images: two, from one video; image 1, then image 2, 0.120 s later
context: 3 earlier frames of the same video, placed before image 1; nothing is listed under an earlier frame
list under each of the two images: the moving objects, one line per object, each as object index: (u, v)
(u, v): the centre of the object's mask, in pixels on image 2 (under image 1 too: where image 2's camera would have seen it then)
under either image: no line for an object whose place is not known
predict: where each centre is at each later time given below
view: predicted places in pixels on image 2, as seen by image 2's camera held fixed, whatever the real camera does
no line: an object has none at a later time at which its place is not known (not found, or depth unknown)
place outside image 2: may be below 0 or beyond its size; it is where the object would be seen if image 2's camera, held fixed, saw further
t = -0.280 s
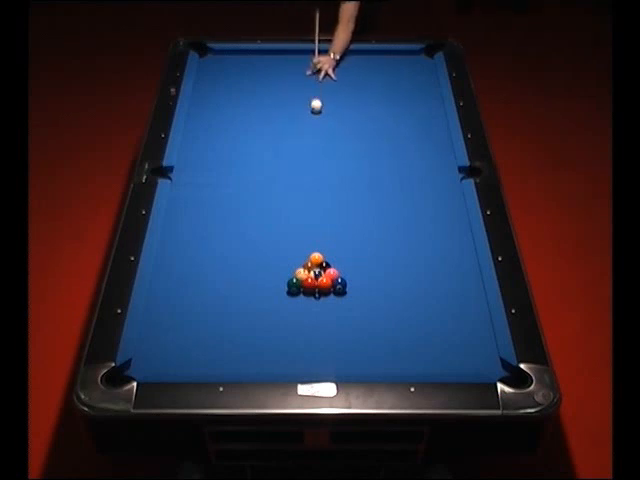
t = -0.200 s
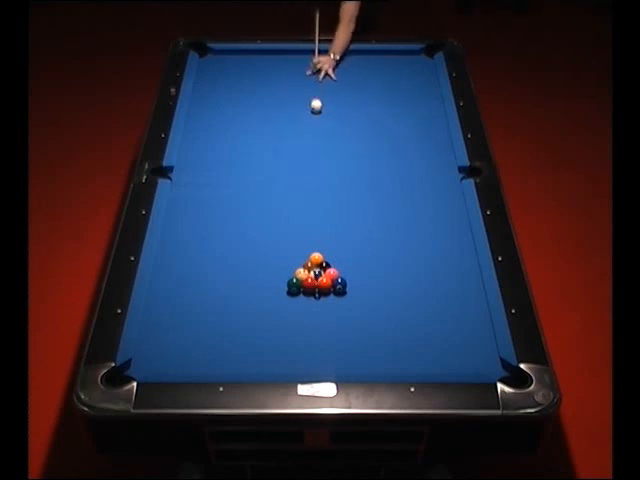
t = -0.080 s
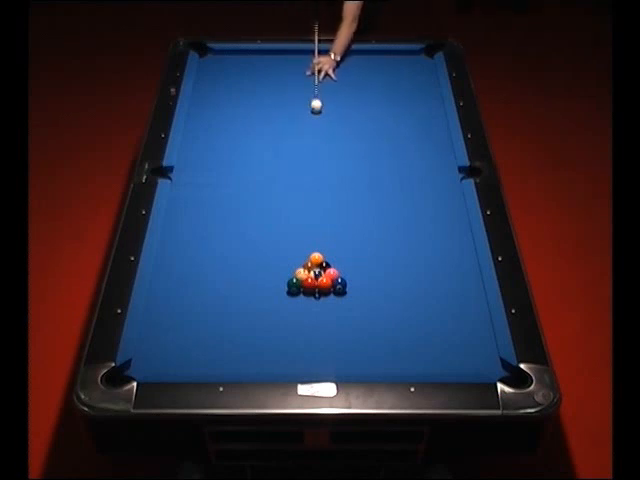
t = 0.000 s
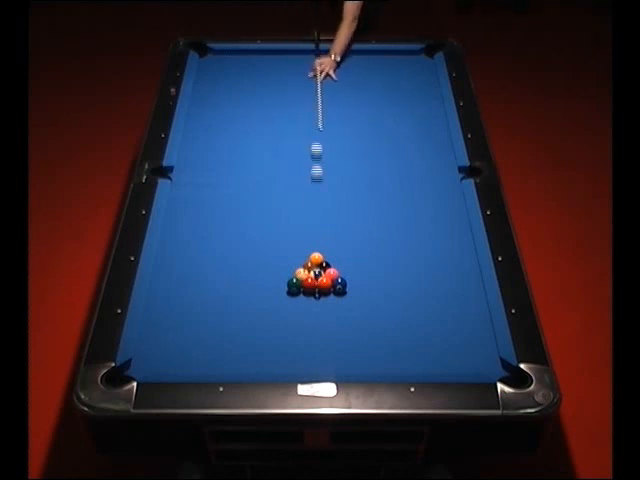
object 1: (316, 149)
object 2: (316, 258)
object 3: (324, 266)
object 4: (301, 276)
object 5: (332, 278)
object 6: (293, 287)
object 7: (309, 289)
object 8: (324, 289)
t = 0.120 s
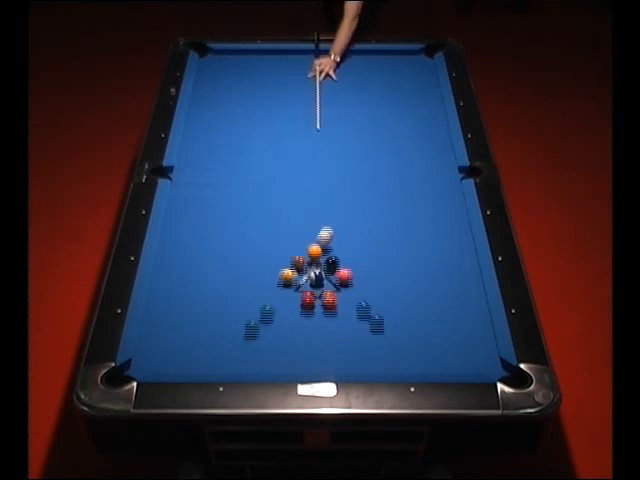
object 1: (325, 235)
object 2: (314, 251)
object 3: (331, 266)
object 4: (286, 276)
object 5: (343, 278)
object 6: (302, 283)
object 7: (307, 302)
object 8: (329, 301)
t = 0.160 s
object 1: (331, 227)
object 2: (312, 249)
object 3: (337, 262)
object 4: (277, 276)
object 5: (352, 278)
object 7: (306, 316)
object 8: (333, 319)
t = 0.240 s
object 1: (343, 220)
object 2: (309, 244)
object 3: (346, 256)
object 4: (258, 276)
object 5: (368, 278)
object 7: (304, 343)
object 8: (341, 344)
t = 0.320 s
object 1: (354, 208)
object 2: (307, 237)
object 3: (355, 250)
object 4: (241, 275)
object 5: (383, 278)
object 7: (302, 366)
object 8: (349, 366)
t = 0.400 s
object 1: (364, 199)
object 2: (304, 230)
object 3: (364, 244)
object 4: (224, 275)
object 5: (398, 278)
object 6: (169, 258)
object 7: (301, 356)
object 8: (352, 355)
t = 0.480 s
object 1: (374, 191)
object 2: (300, 224)
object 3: (373, 239)
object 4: (207, 276)
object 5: (412, 278)
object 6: (193, 232)
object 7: (300, 340)
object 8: (354, 339)
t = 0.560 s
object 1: (383, 184)
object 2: (297, 217)
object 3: (381, 234)
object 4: (190, 276)
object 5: (427, 279)
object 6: (214, 209)
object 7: (299, 328)
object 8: (356, 327)
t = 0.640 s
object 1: (391, 180)
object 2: (295, 210)
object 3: (389, 229)
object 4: (173, 276)
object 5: (441, 279)
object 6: (233, 188)
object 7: (298, 316)
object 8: (358, 314)
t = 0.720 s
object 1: (398, 176)
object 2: (292, 204)
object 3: (397, 223)
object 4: (158, 277)
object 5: (455, 280)
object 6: (248, 170)
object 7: (297, 304)
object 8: (360, 303)
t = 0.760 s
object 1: (402, 175)
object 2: (291, 201)
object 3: (401, 221)
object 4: (162, 276)
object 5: (462, 280)
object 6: (256, 161)
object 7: (297, 298)
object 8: (361, 297)
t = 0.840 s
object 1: (411, 170)
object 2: (288, 196)
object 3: (408, 216)
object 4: (173, 274)
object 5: (474, 280)
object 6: (270, 146)
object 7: (296, 286)
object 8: (363, 286)
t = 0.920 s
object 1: (422, 161)
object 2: (286, 190)
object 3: (416, 211)
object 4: (181, 272)
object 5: (465, 278)
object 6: (284, 131)
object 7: (295, 276)
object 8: (365, 275)
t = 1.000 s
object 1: (432, 154)
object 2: (283, 185)
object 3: (423, 207)
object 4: (189, 270)
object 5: (458, 277)
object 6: (296, 116)
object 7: (295, 266)
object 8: (367, 265)
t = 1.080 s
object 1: (442, 147)
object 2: (281, 180)
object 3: (430, 202)
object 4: (198, 268)
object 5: (451, 276)
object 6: (309, 103)
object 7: (294, 256)
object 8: (368, 255)
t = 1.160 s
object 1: (441, 141)
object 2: (278, 174)
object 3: (438, 198)
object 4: (205, 266)
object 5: (444, 273)
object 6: (320, 90)
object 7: (293, 247)
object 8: (370, 245)
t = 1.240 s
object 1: (434, 135)
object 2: (276, 169)
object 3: (444, 193)
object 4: (213, 264)
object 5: (437, 272)
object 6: (331, 78)
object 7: (293, 237)
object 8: (372, 236)
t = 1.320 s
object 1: (427, 130)
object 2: (274, 164)
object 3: (451, 189)
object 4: (220, 262)
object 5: (431, 270)
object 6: (341, 67)
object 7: (292, 229)
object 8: (373, 227)
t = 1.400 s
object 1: (421, 125)
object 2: (272, 159)
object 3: (454, 185)
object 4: (228, 261)
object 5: (424, 268)
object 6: (352, 54)
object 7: (291, 220)
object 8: (375, 219)
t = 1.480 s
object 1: (415, 120)
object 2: (270, 155)
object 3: (449, 183)
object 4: (235, 259)
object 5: (418, 266)
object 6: (367, 60)
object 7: (291, 212)
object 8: (376, 210)
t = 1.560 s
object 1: (408, 116)
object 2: (267, 151)
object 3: (445, 180)
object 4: (242, 257)
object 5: (412, 265)
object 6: (385, 69)
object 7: (290, 205)
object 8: (378, 202)
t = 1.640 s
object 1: (403, 111)
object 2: (265, 146)
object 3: (441, 177)
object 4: (249, 256)
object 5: (407, 264)
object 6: (401, 76)
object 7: (290, 197)
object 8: (379, 195)
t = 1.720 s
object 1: (397, 106)
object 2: (263, 142)
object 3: (437, 175)
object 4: (255, 254)
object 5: (401, 263)
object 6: (420, 82)
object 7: (289, 189)
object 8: (381, 187)
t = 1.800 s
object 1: (391, 102)
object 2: (262, 138)
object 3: (433, 172)
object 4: (262, 253)
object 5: (395, 262)
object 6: (434, 89)
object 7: (289, 182)
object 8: (382, 180)
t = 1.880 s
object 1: (386, 97)
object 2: (260, 134)
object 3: (429, 169)
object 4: (268, 251)
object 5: (389, 260)
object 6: (424, 95)
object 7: (289, 175)
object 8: (383, 173)
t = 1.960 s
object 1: (380, 93)
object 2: (257, 130)
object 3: (426, 167)
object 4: (274, 250)
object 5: (384, 258)
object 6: (415, 102)
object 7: (288, 168)
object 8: (384, 166)
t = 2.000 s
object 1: (377, 91)
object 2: (257, 128)
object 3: (424, 166)
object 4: (278, 249)
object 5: (381, 258)
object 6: (412, 105)
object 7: (288, 165)
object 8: (385, 163)
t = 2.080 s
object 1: (372, 87)
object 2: (255, 124)
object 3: (421, 163)
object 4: (283, 247)
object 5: (376, 257)
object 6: (404, 112)
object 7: (288, 158)
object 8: (386, 156)
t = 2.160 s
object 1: (367, 83)
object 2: (254, 120)
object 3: (417, 161)
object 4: (289, 246)
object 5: (371, 256)
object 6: (396, 119)
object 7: (287, 152)
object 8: (388, 150)
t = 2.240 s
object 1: (362, 79)
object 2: (252, 117)
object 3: (414, 159)
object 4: (295, 244)
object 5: (366, 255)
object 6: (388, 126)
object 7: (287, 146)
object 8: (388, 144)
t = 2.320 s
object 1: (357, 75)
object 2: (250, 113)
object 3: (410, 157)
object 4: (300, 243)
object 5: (362, 254)
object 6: (378, 133)
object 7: (286, 140)
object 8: (389, 138)
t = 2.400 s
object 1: (353, 72)
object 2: (249, 110)
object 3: (407, 154)
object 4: (306, 242)
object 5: (357, 252)
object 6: (371, 141)
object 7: (286, 134)
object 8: (391, 132)
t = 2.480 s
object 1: (348, 68)
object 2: (247, 107)
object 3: (404, 153)
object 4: (312, 240)
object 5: (353, 251)
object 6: (362, 148)
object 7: (286, 129)
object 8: (392, 127)
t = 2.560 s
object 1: (344, 65)
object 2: (246, 104)
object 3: (401, 150)
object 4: (317, 239)
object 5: (349, 250)
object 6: (353, 156)
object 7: (285, 123)
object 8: (393, 121)
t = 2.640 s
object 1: (339, 61)
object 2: (244, 101)
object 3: (398, 149)
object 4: (322, 238)
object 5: (344, 249)
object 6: (345, 164)
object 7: (285, 118)
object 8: (394, 116)
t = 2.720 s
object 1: (335, 58)
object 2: (243, 98)
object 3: (395, 147)
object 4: (327, 237)
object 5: (340, 249)
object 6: (336, 172)
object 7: (285, 113)
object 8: (395, 111)
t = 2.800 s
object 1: (331, 55)
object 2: (241, 95)
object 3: (392, 145)
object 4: (331, 235)
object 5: (336, 248)
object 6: (327, 180)
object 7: (284, 108)
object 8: (396, 106)
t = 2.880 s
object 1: (327, 52)
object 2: (237, 94)
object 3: (390, 143)
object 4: (336, 233)
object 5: (333, 247)
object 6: (317, 189)
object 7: (284, 103)
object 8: (397, 101)
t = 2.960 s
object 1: (323, 53)
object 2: (233, 93)
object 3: (387, 141)
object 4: (340, 234)
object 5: (329, 246)
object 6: (308, 197)
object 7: (283, 99)
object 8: (398, 96)
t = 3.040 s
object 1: (318, 55)
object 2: (228, 92)
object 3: (385, 140)
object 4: (345, 233)
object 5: (326, 245)
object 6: (298, 205)
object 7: (283, 94)
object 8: (398, 92)
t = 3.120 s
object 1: (314, 56)
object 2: (224, 91)
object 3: (382, 138)
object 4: (349, 232)
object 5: (322, 244)
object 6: (288, 214)
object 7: (283, 88)
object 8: (399, 87)
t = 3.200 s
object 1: (310, 58)
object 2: (220, 90)
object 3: (380, 137)
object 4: (353, 231)
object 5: (319, 244)
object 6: (278, 223)
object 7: (283, 86)
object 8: (400, 83)
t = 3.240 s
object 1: (309, 59)
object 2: (219, 90)
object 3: (378, 136)
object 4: (355, 231)
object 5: (318, 243)
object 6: (273, 228)
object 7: (283, 84)
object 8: (401, 81)
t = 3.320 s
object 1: (304, 61)
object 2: (215, 89)
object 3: (376, 134)
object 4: (359, 230)
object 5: (314, 243)
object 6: (263, 237)
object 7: (282, 79)
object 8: (401, 77)
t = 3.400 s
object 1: (301, 62)
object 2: (211, 88)
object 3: (374, 133)
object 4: (363, 229)
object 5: (311, 242)
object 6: (253, 246)
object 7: (282, 76)
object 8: (402, 72)
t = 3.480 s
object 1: (296, 64)
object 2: (207, 87)
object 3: (372, 132)
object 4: (367, 228)
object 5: (309, 242)
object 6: (242, 255)
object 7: (282, 72)
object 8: (403, 69)
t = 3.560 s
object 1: (293, 66)
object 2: (204, 87)
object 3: (370, 130)
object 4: (370, 227)
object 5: (306, 241)
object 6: (231, 265)
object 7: (281, 68)
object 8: (404, 65)
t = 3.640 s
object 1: (291, 67)
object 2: (200, 86)
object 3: (367, 129)
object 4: (374, 227)
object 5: (303, 240)
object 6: (220, 275)
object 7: (279, 64)
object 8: (405, 61)
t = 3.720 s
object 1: (290, 69)
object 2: (198, 85)
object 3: (366, 128)
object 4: (377, 226)
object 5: (301, 240)
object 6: (209, 285)
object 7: (277, 60)
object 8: (405, 57)
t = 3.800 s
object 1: (289, 70)
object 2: (199, 85)
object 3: (364, 127)
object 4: (380, 225)
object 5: (298, 239)
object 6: (197, 295)
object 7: (274, 57)
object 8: (406, 54)
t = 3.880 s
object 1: (288, 71)
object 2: (201, 84)
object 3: (362, 125)
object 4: (384, 225)
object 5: (296, 239)
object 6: (186, 305)
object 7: (272, 54)
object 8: (407, 55)
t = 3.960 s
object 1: (286, 72)
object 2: (203, 84)
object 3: (360, 124)
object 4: (387, 224)
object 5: (294, 239)
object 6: (173, 317)
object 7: (270, 54)
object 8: (408, 56)
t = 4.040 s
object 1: (285, 74)
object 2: (204, 84)
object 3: (359, 123)
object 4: (390, 223)
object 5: (292, 238)
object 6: (162, 327)
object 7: (268, 56)
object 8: (409, 58)
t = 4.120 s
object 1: (284, 75)
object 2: (206, 83)
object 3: (357, 122)
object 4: (392, 223)
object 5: (290, 238)
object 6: (149, 338)
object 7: (266, 57)
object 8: (410, 60)
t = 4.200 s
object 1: (283, 76)
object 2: (207, 83)
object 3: (356, 121)
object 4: (395, 223)
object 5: (288, 238)
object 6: (145, 347)
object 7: (265, 59)
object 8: (411, 62)
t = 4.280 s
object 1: (282, 77)
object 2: (208, 83)
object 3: (354, 120)
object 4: (397, 222)
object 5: (287, 237)
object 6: (149, 357)
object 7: (263, 60)
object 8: (412, 64)
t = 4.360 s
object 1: (281, 78)
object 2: (209, 82)
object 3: (353, 119)
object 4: (400, 222)
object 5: (285, 237)
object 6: (152, 364)
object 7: (262, 62)
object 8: (413, 65)
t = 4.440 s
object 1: (280, 79)
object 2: (210, 82)
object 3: (351, 119)
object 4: (402, 221)
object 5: (283, 237)
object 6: (156, 366)
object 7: (260, 64)
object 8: (414, 67)
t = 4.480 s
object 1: (279, 80)
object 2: (211, 82)
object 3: (351, 118)
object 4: (403, 221)
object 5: (283, 237)
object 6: (156, 365)
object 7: (260, 65)
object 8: (415, 68)
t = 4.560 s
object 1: (278, 81)
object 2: (212, 82)
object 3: (350, 118)
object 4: (405, 221)
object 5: (282, 237)
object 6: (158, 363)
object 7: (258, 66)
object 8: (416, 69)
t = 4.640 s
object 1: (277, 82)
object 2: (213, 81)
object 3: (349, 117)
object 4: (407, 221)
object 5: (280, 236)
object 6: (161, 361)
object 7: (257, 68)
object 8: (416, 71)
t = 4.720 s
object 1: (276, 83)
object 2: (213, 81)
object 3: (347, 116)
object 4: (409, 220)
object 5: (279, 236)
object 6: (163, 358)
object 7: (255, 69)
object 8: (417, 73)
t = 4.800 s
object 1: (275, 83)
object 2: (214, 81)
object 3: (346, 116)
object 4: (411, 220)
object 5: (279, 236)
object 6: (165, 354)
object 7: (254, 71)
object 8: (419, 74)
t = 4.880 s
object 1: (275, 84)
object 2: (214, 81)
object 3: (345, 115)
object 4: (413, 220)
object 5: (278, 236)
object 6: (167, 351)
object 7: (253, 72)
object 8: (420, 76)
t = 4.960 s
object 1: (274, 85)
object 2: (215, 81)
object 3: (345, 114)
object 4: (414, 220)
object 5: (277, 236)
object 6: (169, 348)
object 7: (251, 73)
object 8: (421, 77)
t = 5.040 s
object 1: (273, 86)
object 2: (215, 80)
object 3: (344, 114)
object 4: (416, 219)
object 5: (276, 236)
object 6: (171, 346)
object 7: (250, 74)
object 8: (421, 79)
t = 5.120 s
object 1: (272, 87)
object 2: (215, 80)
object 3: (343, 114)
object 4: (417, 219)
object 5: (276, 235)
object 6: (173, 343)
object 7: (249, 76)
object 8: (422, 80)
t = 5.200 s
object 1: (272, 87)
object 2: (215, 80)
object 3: (342, 113)
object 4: (418, 219)
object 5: (276, 236)
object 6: (175, 341)
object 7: (248, 77)
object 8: (423, 81)
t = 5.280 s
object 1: (271, 88)
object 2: (215, 80)
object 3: (342, 113)
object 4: (419, 219)
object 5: (276, 236)
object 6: (176, 338)
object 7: (246, 78)
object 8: (424, 83)
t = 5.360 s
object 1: (270, 88)
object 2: (215, 80)
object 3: (341, 112)
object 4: (420, 219)
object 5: (275, 236)
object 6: (178, 336)
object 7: (245, 79)
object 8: (424, 84)
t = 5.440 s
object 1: (270, 89)
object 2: (215, 80)
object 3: (340, 112)
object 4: (421, 219)
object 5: (275, 236)
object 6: (179, 334)
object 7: (244, 80)
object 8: (425, 85)
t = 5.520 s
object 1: (270, 89)
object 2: (215, 80)
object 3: (340, 112)
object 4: (422, 219)
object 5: (275, 236)
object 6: (181, 331)
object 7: (243, 82)
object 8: (426, 87)
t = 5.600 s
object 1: (269, 90)
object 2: (215, 80)
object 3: (340, 111)
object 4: (422, 218)
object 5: (276, 235)
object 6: (183, 329)
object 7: (242, 82)
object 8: (427, 88)
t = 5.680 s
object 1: (269, 90)
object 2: (215, 80)
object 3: (340, 111)
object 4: (423, 218)
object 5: (275, 235)
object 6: (184, 328)
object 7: (241, 84)
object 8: (428, 89)
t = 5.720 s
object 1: (268, 90)
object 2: (215, 80)
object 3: (340, 111)
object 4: (423, 218)
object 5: (275, 235)
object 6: (184, 327)
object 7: (240, 84)
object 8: (428, 89)
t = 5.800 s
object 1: (268, 90)
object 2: (215, 80)
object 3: (339, 111)
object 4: (424, 218)
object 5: (276, 235)
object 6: (186, 325)
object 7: (239, 85)
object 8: (429, 90)
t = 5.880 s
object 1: (268, 91)
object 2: (215, 81)
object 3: (339, 111)
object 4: (424, 218)
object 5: (276, 235)
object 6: (187, 323)
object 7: (238, 86)
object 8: (429, 91)
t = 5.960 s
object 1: (268, 91)
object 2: (215, 80)
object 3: (339, 111)
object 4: (424, 218)
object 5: (276, 235)
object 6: (188, 321)
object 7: (238, 87)
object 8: (430, 92)
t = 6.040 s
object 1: (268, 91)
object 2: (215, 80)
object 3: (339, 111)
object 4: (424, 218)
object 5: (276, 235)
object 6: (189, 319)
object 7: (237, 88)
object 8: (430, 93)
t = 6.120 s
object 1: (268, 91)
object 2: (215, 80)
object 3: (339, 111)
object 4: (424, 218)
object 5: (275, 235)
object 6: (190, 318)
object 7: (236, 88)
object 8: (431, 94)
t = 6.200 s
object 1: (268, 91)
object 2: (215, 80)
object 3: (339, 111)
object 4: (424, 218)
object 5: (275, 235)
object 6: (191, 316)
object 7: (236, 89)
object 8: (431, 95)
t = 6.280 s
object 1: (268, 91)
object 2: (215, 80)
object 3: (339, 111)
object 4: (424, 218)
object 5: (275, 235)
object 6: (192, 316)
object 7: (235, 90)
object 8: (432, 95)
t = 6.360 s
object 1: (268, 92)
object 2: (215, 80)
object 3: (339, 111)
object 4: (424, 218)
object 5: (275, 235)
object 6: (192, 315)
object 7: (234, 90)
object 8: (432, 96)
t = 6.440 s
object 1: (268, 91)
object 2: (216, 80)
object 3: (339, 111)
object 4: (424, 218)
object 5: (275, 235)
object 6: (193, 314)
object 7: (234, 91)
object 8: (433, 97)
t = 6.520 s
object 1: (268, 91)
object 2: (215, 80)
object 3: (339, 111)
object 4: (424, 218)
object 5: (275, 235)
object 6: (194, 313)
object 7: (233, 92)
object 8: (433, 97)
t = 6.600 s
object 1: (268, 91)
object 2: (215, 80)
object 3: (339, 111)
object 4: (424, 218)
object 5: (275, 235)
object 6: (194, 313)
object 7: (233, 92)
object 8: (433, 98)
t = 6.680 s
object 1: (268, 91)
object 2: (216, 80)
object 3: (339, 111)
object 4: (424, 218)
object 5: (275, 235)
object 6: (195, 312)
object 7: (232, 92)
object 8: (434, 98)
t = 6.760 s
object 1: (268, 91)
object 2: (216, 80)
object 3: (339, 111)
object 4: (424, 218)
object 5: (275, 235)
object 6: (195, 311)
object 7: (232, 93)
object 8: (434, 98)
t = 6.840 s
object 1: (268, 91)
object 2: (215, 80)
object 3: (339, 111)
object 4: (424, 218)
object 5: (275, 235)
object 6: (196, 311)
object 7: (232, 93)
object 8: (434, 99)
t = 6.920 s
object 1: (268, 91)
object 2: (216, 80)
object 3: (339, 111)
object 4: (424, 218)
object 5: (275, 235)
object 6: (196, 310)
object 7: (231, 93)
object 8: (435, 99)
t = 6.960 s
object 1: (268, 91)
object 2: (216, 80)
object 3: (339, 111)
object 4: (424, 218)
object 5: (275, 235)
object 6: (196, 310)
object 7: (231, 93)
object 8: (435, 99)
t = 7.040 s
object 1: (268, 91)
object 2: (215, 81)
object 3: (339, 111)
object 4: (424, 218)
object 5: (275, 235)
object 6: (197, 310)
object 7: (231, 93)
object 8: (435, 100)
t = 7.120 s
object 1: (268, 91)
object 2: (216, 80)
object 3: (339, 111)
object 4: (424, 218)
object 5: (275, 235)
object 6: (197, 309)
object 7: (231, 94)
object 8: (435, 100)
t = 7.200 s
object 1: (268, 91)
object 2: (215, 81)
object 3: (339, 111)
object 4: (424, 218)
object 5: (275, 235)
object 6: (197, 309)
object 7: (231, 94)
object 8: (436, 100)
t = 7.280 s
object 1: (268, 91)
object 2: (215, 80)
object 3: (339, 111)
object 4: (424, 218)
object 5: (275, 235)
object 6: (197, 309)
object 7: (230, 94)
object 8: (436, 100)
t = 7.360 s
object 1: (268, 91)
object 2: (215, 80)
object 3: (339, 111)
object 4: (424, 218)
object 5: (275, 235)
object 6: (197, 309)
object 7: (230, 94)
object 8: (436, 100)
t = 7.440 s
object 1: (268, 91)
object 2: (215, 80)
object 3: (339, 111)
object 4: (424, 218)
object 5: (275, 235)
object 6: (197, 309)
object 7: (230, 94)
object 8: (436, 100)
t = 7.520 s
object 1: (268, 91)
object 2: (215, 80)
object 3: (339, 111)
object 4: (424, 218)
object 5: (275, 235)
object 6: (197, 309)
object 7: (230, 94)
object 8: (436, 100)
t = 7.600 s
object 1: (268, 91)
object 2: (215, 80)
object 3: (339, 111)
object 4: (424, 218)
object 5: (275, 235)
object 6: (197, 309)
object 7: (230, 94)
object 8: (436, 100)
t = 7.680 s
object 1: (268, 91)
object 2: (216, 80)
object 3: (339, 111)
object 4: (424, 218)
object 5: (275, 235)
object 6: (197, 309)
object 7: (230, 94)
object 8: (436, 100)
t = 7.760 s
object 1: (268, 91)
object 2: (215, 80)
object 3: (339, 111)
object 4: (424, 218)
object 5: (275, 235)
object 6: (197, 309)
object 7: (230, 94)
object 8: (436, 100)
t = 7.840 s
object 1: (268, 91)
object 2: (215, 80)
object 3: (339, 111)
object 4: (424, 218)
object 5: (275, 235)
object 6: (197, 309)
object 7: (230, 94)
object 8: (436, 100)
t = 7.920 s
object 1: (268, 91)
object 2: (215, 80)
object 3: (339, 111)
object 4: (424, 218)
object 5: (275, 235)
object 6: (197, 309)
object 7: (230, 94)
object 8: (436, 100)
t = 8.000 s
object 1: (268, 91)
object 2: (215, 80)
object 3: (339, 111)
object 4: (424, 218)
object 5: (275, 235)
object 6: (197, 309)
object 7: (230, 94)
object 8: (436, 100)
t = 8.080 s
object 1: (268, 91)
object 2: (215, 80)
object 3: (339, 111)
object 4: (424, 218)
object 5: (275, 235)
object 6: (197, 309)
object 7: (230, 94)
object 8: (436, 100)
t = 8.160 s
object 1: (268, 91)
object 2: (215, 80)
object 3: (339, 111)
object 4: (424, 218)
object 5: (275, 235)
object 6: (197, 309)
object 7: (230, 94)
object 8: (436, 100)
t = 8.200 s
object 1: (268, 91)
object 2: (216, 80)
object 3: (339, 111)
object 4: (424, 218)
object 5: (275, 235)
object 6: (197, 309)
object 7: (230, 94)
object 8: (436, 100)
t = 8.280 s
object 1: (268, 91)
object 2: (215, 80)
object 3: (339, 111)
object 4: (424, 218)
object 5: (275, 235)
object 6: (197, 309)
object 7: (230, 94)
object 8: (436, 100)
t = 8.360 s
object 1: (268, 91)
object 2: (215, 80)
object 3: (339, 111)
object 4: (424, 218)
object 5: (275, 235)
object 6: (197, 309)
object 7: (230, 94)
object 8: (436, 100)
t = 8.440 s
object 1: (268, 91)
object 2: (215, 80)
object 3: (339, 111)
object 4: (424, 218)
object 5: (275, 235)
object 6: (197, 309)
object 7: (230, 94)
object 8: (436, 100)
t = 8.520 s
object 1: (268, 91)
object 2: (215, 80)
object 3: (339, 111)
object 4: (424, 218)
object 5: (275, 235)
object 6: (197, 309)
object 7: (230, 94)
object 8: (436, 100)
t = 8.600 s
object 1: (268, 91)
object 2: (215, 80)
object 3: (339, 111)
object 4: (424, 218)
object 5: (275, 235)
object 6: (197, 309)
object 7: (230, 94)
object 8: (436, 100)
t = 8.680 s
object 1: (268, 91)
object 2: (215, 80)
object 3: (339, 111)
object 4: (424, 218)
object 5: (275, 235)
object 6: (197, 309)
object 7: (230, 94)
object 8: (436, 100)
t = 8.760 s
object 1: (268, 91)
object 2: (215, 80)
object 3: (339, 111)
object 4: (424, 218)
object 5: (275, 235)
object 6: (197, 309)
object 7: (230, 94)
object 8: (436, 100)
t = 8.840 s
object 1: (268, 91)
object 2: (215, 80)
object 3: (339, 111)
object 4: (424, 218)
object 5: (275, 235)
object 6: (197, 309)
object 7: (230, 94)
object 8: (436, 100)
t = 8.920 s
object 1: (268, 91)
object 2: (215, 80)
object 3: (339, 111)
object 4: (424, 218)
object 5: (275, 235)
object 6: (197, 309)
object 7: (230, 94)
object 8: (436, 100)
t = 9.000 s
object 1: (268, 91)
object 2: (215, 80)
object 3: (339, 111)
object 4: (424, 218)
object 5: (275, 235)
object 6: (197, 309)
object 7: (230, 94)
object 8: (436, 100)
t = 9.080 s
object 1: (268, 91)
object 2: (215, 80)
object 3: (339, 111)
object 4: (424, 218)
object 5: (275, 235)
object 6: (197, 309)
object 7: (230, 94)
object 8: (436, 100)
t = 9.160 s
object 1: (268, 91)
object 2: (215, 80)
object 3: (339, 111)
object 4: (424, 218)
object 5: (275, 235)
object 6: (197, 309)
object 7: (230, 94)
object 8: (436, 100)
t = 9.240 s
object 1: (268, 91)
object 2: (215, 80)
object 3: (339, 111)
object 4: (424, 218)
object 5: (275, 235)
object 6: (197, 309)
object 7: (230, 94)
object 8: (436, 100)
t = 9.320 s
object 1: (268, 91)
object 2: (215, 80)
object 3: (339, 111)
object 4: (424, 218)
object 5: (275, 235)
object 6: (197, 309)
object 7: (230, 94)
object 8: (436, 100)
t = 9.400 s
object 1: (268, 91)
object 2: (216, 80)
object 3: (339, 111)
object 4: (424, 218)
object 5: (275, 235)
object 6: (197, 309)
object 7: (230, 94)
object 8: (436, 100)
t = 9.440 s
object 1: (268, 91)
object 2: (215, 80)
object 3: (339, 111)
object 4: (424, 218)
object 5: (275, 235)
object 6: (197, 309)
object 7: (230, 94)
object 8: (436, 100)
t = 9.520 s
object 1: (268, 91)
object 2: (215, 80)
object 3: (339, 111)
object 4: (424, 218)
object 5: (275, 235)
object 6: (197, 309)
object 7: (230, 94)
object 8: (436, 100)
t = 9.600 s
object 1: (268, 91)
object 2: (216, 80)
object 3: (339, 111)
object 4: (424, 218)
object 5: (275, 235)
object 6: (197, 309)
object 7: (230, 94)
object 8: (436, 100)
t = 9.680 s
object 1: (268, 91)
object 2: (216, 80)
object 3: (339, 111)
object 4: (424, 218)
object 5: (275, 235)
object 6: (197, 309)
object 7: (230, 94)
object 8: (436, 100)
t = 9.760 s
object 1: (268, 91)
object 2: (215, 80)
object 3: (339, 111)
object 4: (424, 218)
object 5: (275, 235)
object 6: (197, 309)
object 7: (230, 94)
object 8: (436, 101)
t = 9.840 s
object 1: (268, 91)
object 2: (215, 80)
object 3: (339, 111)
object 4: (424, 218)
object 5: (275, 235)
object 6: (197, 309)
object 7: (230, 94)
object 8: (436, 100)
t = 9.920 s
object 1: (268, 91)
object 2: (215, 80)
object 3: (339, 111)
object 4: (424, 218)
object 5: (275, 235)
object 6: (197, 309)
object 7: (230, 94)
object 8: (436, 100)
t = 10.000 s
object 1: (268, 91)
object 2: (215, 80)
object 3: (339, 111)
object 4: (424, 218)
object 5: (275, 235)
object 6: (197, 309)
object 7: (230, 94)
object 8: (436, 101)
